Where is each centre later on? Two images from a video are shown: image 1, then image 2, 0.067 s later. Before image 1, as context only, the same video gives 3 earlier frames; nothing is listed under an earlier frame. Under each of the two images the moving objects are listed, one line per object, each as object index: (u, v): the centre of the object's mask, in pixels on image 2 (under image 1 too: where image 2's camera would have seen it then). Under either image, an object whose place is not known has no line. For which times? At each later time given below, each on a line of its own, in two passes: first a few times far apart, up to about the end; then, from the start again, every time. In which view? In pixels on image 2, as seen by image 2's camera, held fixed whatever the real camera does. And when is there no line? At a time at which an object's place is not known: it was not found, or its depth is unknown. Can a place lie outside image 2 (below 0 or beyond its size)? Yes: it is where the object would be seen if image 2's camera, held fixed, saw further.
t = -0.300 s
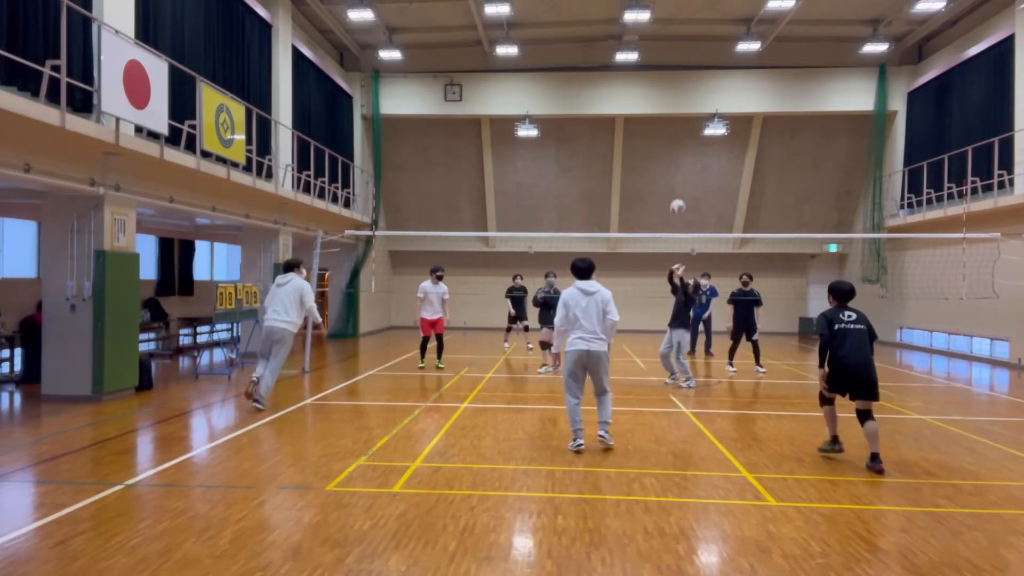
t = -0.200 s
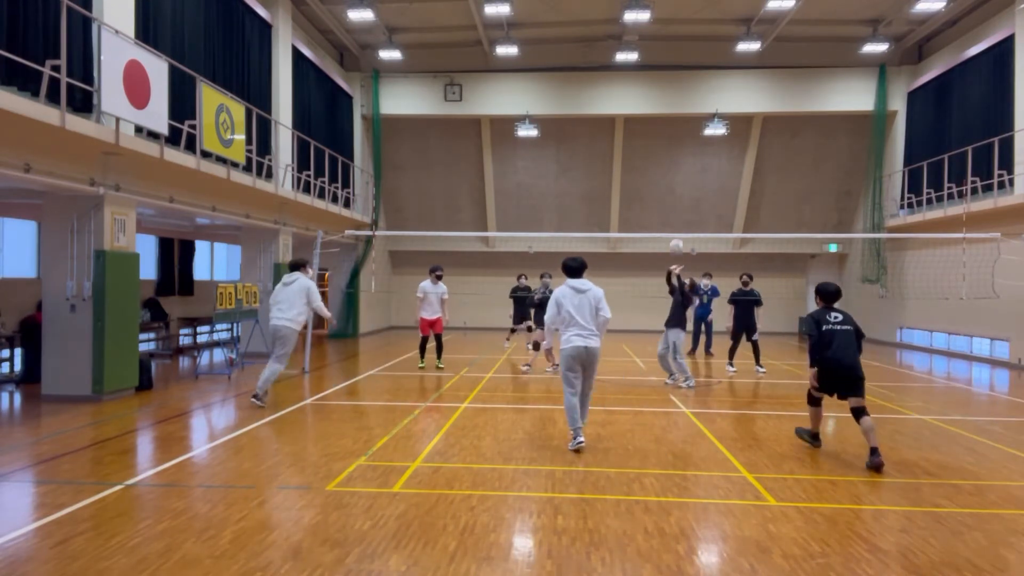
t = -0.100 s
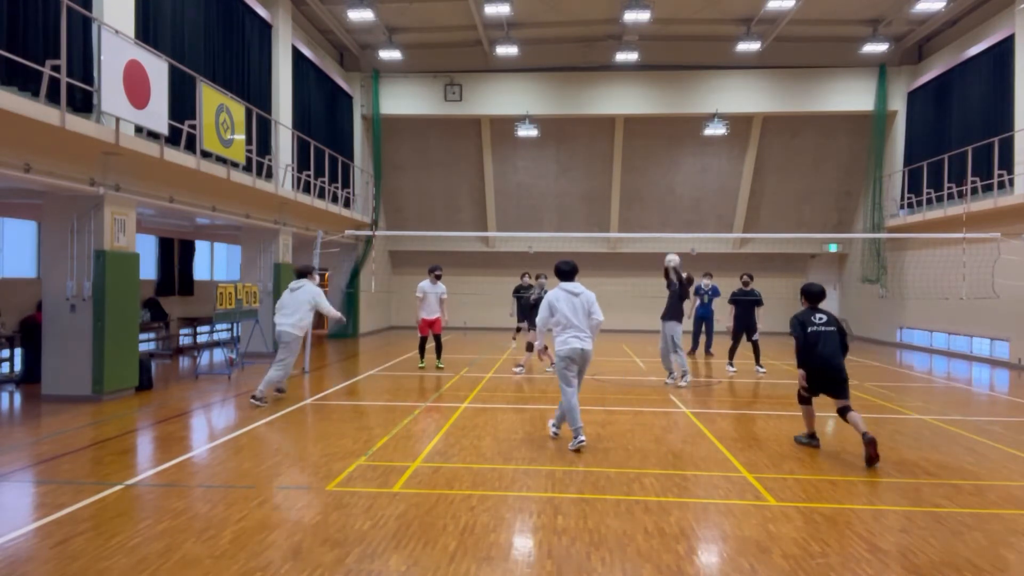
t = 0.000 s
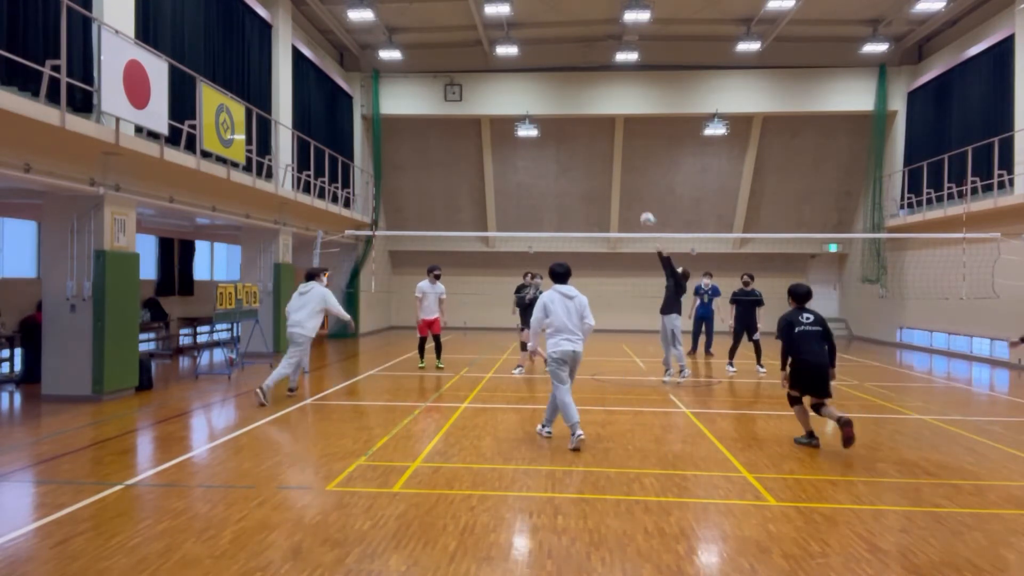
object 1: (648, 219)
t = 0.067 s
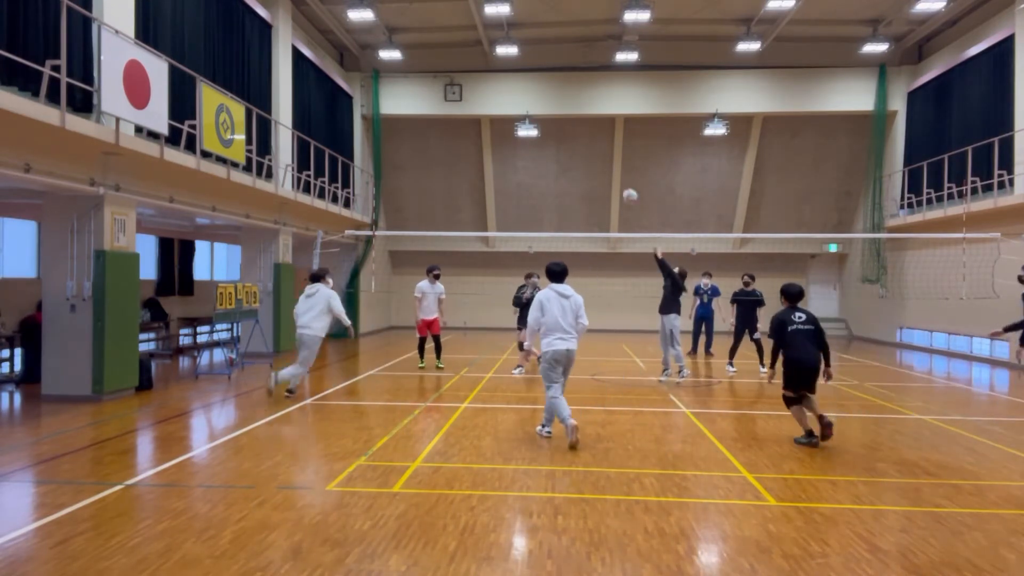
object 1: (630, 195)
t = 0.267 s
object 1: (579, 146)
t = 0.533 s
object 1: (514, 126)
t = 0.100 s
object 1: (622, 185)
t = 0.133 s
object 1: (613, 175)
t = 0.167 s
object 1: (604, 167)
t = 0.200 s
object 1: (596, 159)
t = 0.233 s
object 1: (587, 153)
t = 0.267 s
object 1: (579, 146)
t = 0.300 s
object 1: (571, 141)
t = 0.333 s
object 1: (563, 136)
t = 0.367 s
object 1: (555, 132)
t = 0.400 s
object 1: (547, 129)
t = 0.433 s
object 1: (539, 128)
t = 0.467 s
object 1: (531, 126)
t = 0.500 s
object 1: (522, 125)
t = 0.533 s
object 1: (514, 126)
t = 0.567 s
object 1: (508, 126)
